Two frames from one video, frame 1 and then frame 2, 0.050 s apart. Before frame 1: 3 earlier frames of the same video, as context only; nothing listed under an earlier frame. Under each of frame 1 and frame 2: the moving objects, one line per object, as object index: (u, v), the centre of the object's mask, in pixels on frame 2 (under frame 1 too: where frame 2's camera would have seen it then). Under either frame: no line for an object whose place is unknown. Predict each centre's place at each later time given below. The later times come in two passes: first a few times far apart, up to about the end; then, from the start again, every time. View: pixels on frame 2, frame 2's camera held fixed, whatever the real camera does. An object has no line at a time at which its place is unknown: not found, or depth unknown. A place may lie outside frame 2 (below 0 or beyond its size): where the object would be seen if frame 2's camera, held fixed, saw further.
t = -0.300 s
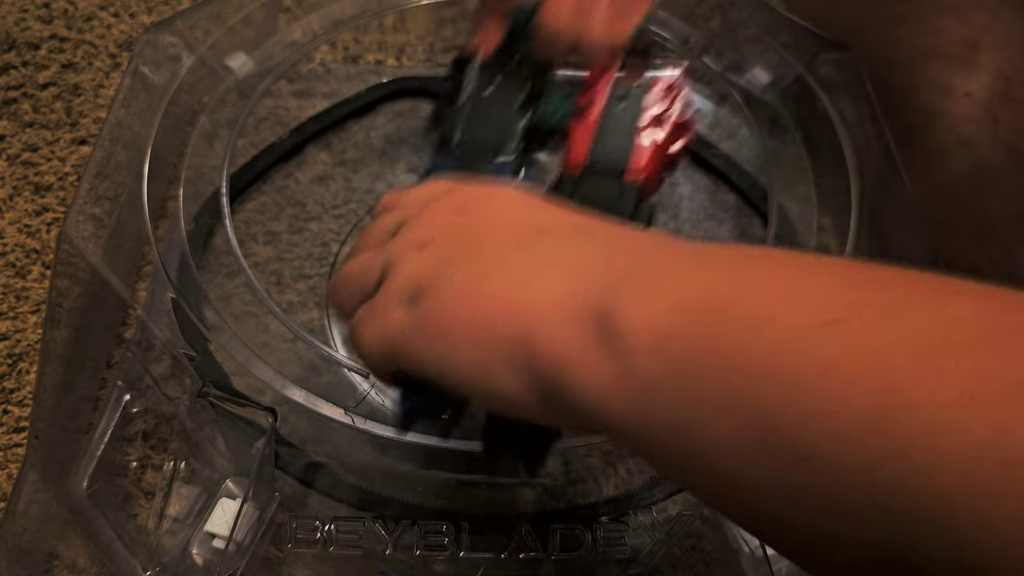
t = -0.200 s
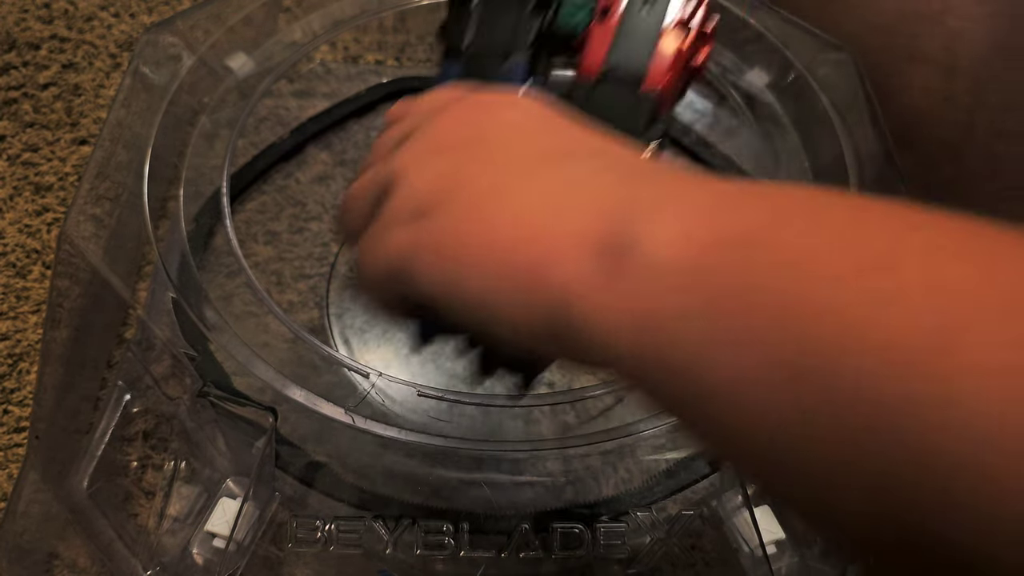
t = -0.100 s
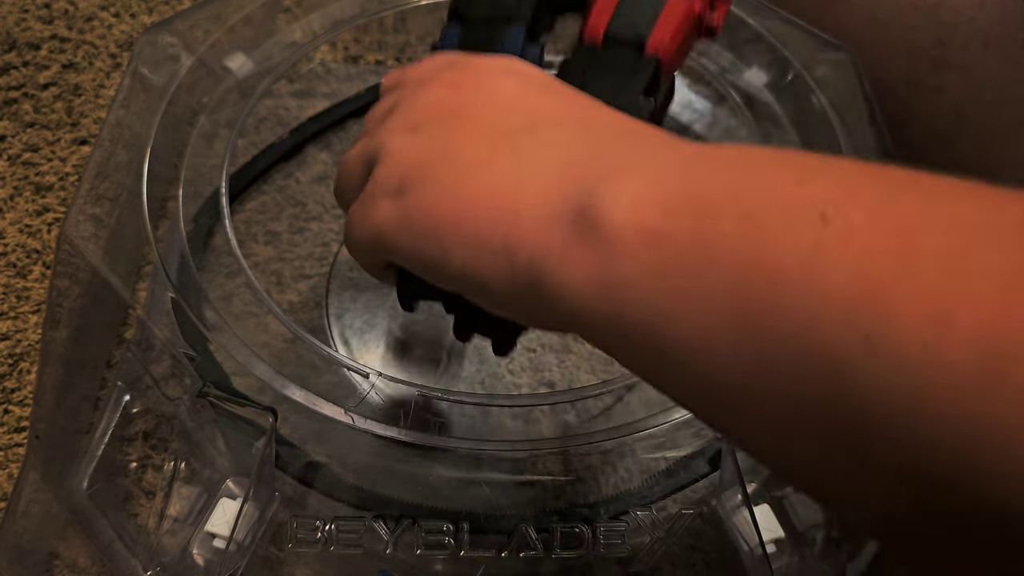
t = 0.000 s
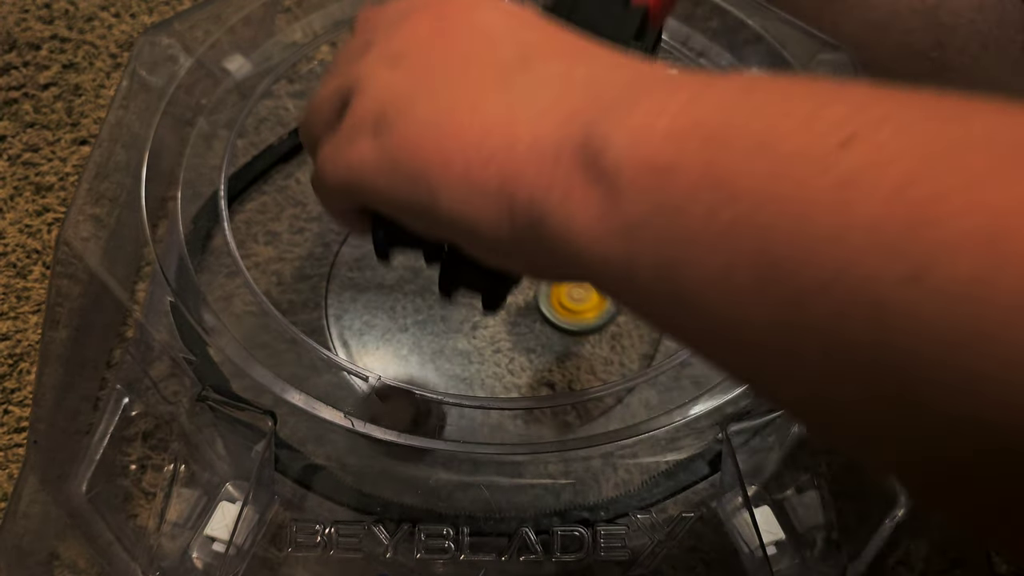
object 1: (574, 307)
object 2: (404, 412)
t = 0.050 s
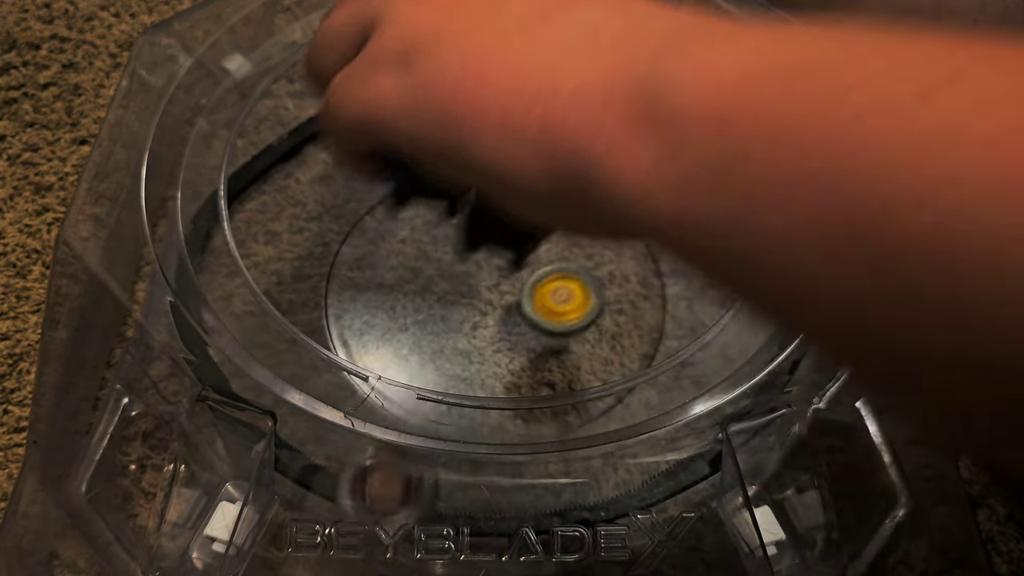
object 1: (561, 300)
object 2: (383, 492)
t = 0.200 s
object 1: (507, 285)
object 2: (467, 505)
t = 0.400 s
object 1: (482, 280)
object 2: (631, 353)
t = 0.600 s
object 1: (506, 314)
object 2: (589, 172)
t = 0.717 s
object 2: (441, 123)
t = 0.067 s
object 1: (555, 306)
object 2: (385, 497)
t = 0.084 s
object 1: (547, 306)
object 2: (389, 495)
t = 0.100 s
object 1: (541, 303)
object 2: (395, 494)
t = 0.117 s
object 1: (535, 301)
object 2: (404, 493)
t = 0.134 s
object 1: (529, 298)
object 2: (411, 496)
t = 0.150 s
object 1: (522, 294)
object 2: (421, 500)
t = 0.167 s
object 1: (517, 291)
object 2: (435, 502)
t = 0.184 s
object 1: (512, 288)
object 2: (447, 504)
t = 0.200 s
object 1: (507, 285)
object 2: (467, 505)
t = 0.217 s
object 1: (503, 282)
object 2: (480, 500)
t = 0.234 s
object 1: (500, 279)
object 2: (493, 494)
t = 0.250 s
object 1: (496, 277)
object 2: (513, 489)
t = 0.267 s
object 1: (494, 276)
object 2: (530, 480)
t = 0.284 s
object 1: (491, 275)
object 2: (541, 470)
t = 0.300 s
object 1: (489, 274)
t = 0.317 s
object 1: (487, 274)
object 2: (566, 423)
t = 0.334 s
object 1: (485, 274)
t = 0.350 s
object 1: (484, 275)
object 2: (597, 379)
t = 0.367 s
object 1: (483, 277)
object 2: (603, 374)
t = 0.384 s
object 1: (483, 278)
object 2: (618, 363)
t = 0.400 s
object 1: (482, 280)
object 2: (631, 353)
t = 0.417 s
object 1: (482, 283)
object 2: (641, 341)
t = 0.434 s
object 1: (482, 285)
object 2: (652, 328)
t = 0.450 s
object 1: (483, 288)
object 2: (656, 314)
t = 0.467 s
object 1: (485, 291)
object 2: (656, 297)
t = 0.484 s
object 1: (486, 294)
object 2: (655, 278)
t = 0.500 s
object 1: (488, 297)
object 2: (653, 262)
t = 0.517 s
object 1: (490, 301)
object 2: (649, 243)
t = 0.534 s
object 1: (493, 304)
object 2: (644, 223)
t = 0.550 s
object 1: (495, 307)
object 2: (636, 207)
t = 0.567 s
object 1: (499, 309)
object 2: (623, 193)
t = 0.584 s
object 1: (502, 311)
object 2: (608, 183)
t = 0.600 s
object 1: (506, 314)
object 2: (589, 172)
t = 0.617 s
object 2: (571, 164)
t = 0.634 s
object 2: (547, 154)
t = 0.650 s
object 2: (525, 147)
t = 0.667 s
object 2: (505, 140)
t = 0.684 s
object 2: (484, 134)
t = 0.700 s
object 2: (464, 129)
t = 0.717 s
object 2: (441, 123)
